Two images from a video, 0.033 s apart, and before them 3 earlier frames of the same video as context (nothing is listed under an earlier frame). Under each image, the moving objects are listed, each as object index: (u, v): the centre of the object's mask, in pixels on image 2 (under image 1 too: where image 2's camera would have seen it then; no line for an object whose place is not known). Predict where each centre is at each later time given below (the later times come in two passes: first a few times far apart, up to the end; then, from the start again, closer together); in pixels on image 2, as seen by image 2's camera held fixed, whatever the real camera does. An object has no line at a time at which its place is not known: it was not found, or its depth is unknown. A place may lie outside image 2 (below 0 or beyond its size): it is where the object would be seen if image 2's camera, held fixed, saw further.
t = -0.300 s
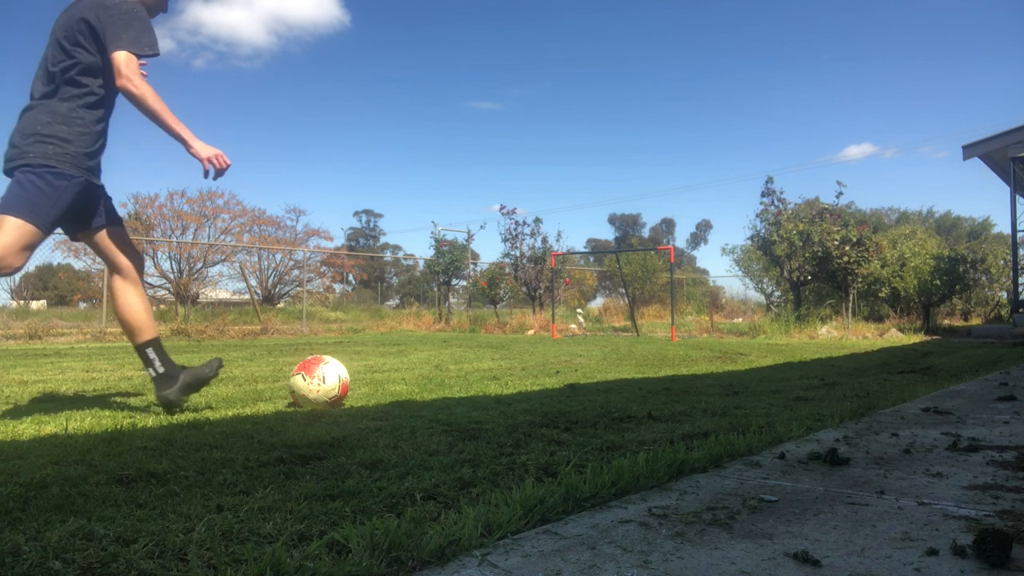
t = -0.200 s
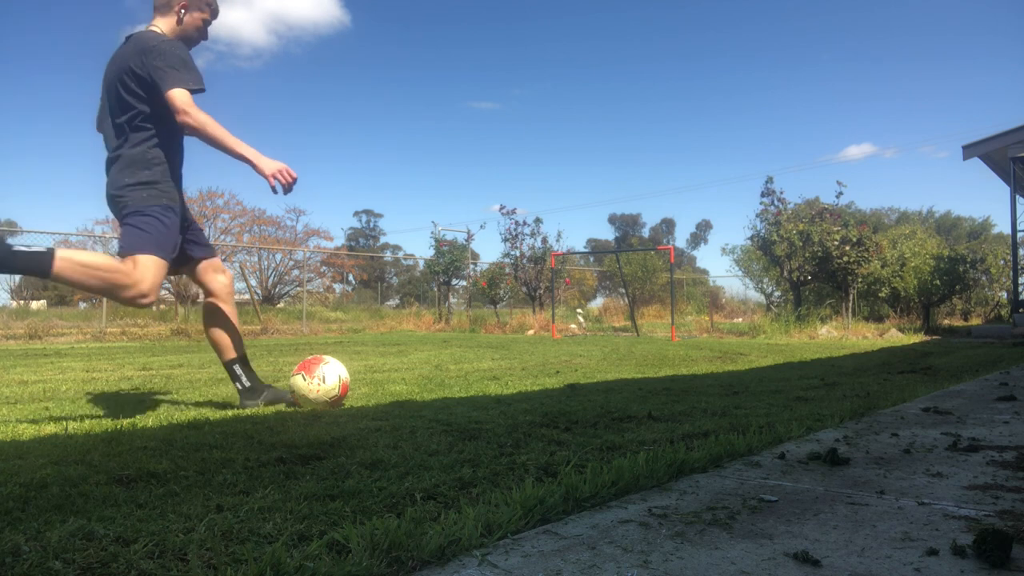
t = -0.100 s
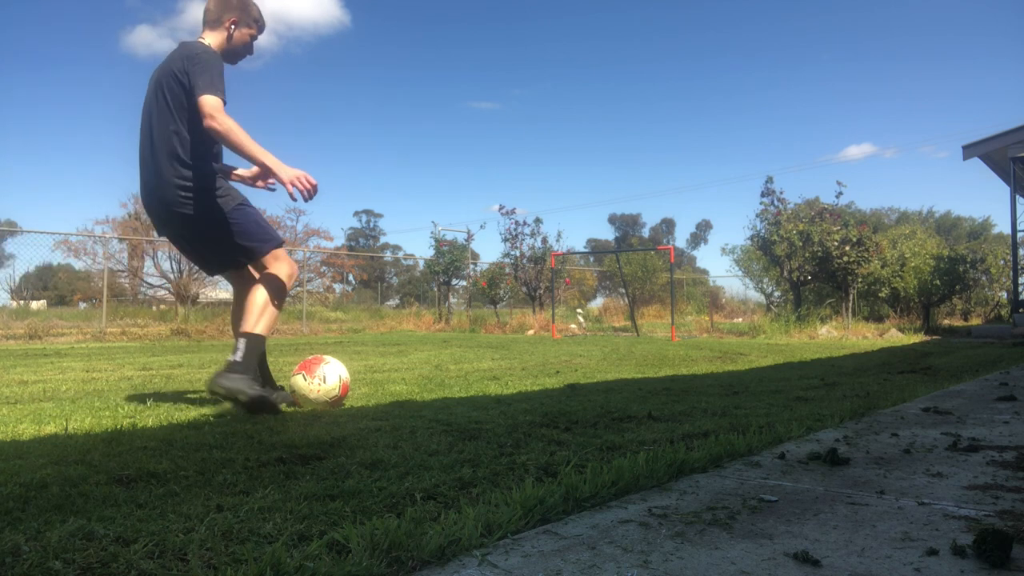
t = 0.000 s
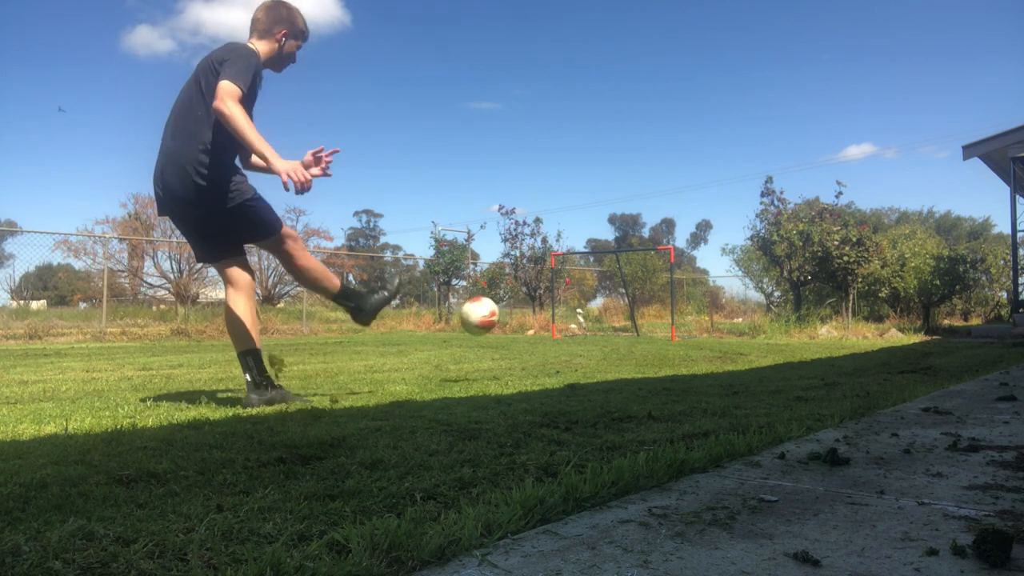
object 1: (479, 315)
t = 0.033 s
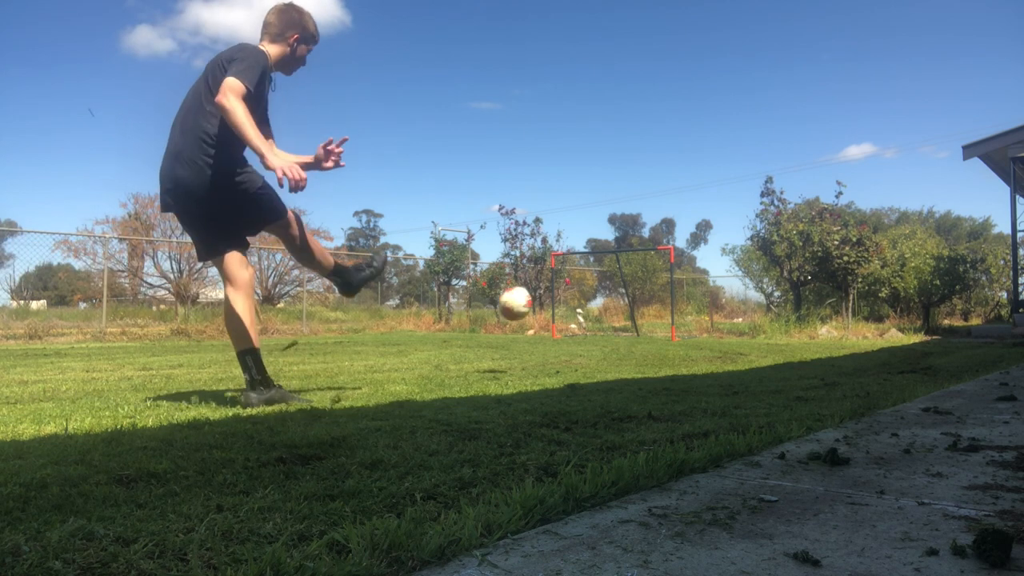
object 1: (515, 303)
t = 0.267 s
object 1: (627, 292)
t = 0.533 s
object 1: (653, 326)
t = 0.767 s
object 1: (637, 326)
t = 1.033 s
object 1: (618, 328)
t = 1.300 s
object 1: (599, 333)
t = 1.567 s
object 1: (578, 339)
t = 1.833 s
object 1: (557, 346)
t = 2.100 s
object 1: (539, 349)
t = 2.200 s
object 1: (531, 349)
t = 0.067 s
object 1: (544, 295)
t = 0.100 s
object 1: (564, 291)
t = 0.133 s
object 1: (582, 289)
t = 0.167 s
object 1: (596, 288)
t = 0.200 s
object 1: (608, 288)
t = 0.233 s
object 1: (618, 290)
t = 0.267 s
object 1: (627, 292)
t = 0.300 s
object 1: (634, 298)
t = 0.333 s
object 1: (640, 300)
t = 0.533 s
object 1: (653, 326)
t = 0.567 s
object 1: (649, 328)
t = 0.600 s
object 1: (646, 331)
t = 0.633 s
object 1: (644, 331)
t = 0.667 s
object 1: (642, 328)
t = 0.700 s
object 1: (640, 327)
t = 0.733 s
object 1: (639, 326)
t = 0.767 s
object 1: (637, 326)
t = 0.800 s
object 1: (634, 328)
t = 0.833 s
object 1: (632, 329)
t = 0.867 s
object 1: (630, 330)
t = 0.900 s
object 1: (628, 335)
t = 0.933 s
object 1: (625, 334)
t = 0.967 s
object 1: (623, 330)
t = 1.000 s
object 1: (621, 328)
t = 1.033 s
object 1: (618, 328)
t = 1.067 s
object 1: (617, 328)
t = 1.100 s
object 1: (614, 329)
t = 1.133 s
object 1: (612, 330)
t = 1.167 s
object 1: (609, 333)
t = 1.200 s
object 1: (606, 336)
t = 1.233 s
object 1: (604, 336)
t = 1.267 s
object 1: (601, 336)
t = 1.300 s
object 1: (599, 333)
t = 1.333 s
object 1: (597, 334)
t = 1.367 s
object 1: (593, 334)
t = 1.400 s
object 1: (592, 337)
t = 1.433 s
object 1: (589, 339)
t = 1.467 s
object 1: (587, 340)
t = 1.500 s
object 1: (584, 340)
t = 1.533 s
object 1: (582, 339)
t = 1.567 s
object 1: (578, 339)
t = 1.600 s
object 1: (576, 341)
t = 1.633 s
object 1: (573, 343)
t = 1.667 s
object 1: (571, 343)
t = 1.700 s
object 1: (568, 342)
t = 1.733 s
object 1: (566, 342)
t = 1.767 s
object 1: (563, 342)
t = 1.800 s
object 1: (560, 344)
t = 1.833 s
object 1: (557, 346)
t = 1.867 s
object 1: (554, 348)
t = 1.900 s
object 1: (552, 346)
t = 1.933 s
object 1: (550, 345)
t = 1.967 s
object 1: (548, 346)
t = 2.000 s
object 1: (545, 347)
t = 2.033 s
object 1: (543, 349)
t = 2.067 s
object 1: (541, 349)
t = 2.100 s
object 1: (539, 349)
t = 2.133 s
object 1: (536, 349)
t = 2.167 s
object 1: (534, 350)
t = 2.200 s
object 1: (531, 349)
